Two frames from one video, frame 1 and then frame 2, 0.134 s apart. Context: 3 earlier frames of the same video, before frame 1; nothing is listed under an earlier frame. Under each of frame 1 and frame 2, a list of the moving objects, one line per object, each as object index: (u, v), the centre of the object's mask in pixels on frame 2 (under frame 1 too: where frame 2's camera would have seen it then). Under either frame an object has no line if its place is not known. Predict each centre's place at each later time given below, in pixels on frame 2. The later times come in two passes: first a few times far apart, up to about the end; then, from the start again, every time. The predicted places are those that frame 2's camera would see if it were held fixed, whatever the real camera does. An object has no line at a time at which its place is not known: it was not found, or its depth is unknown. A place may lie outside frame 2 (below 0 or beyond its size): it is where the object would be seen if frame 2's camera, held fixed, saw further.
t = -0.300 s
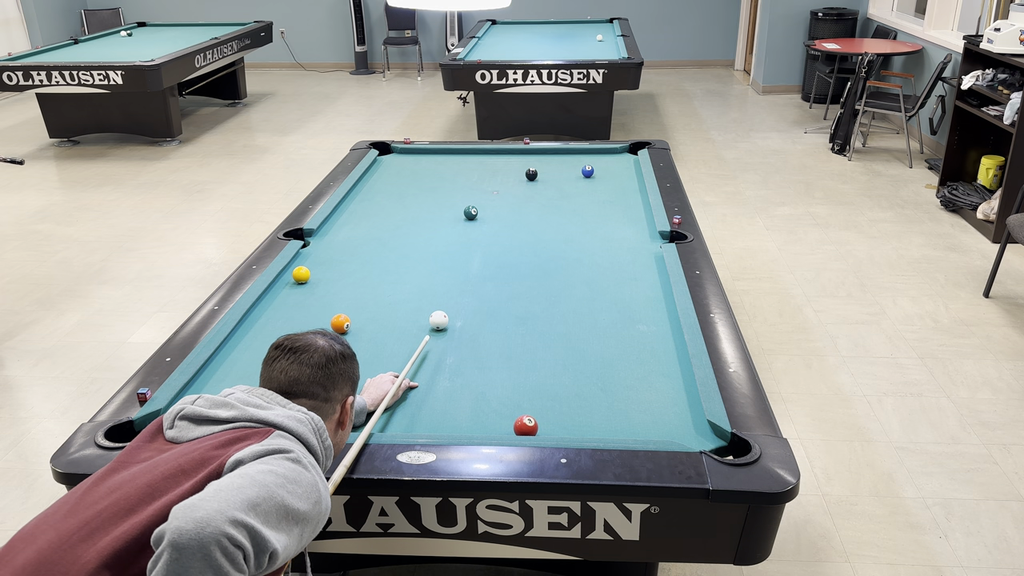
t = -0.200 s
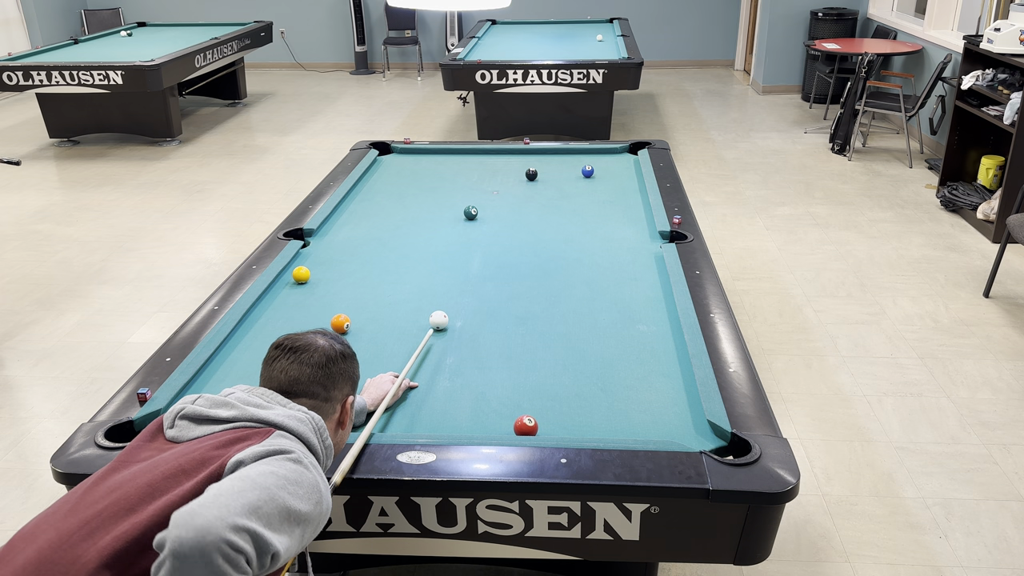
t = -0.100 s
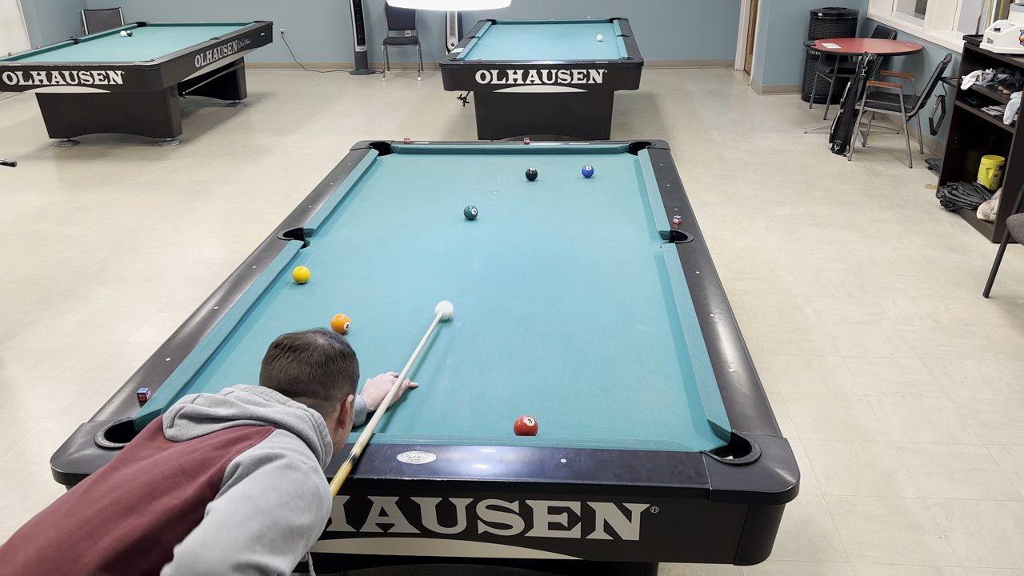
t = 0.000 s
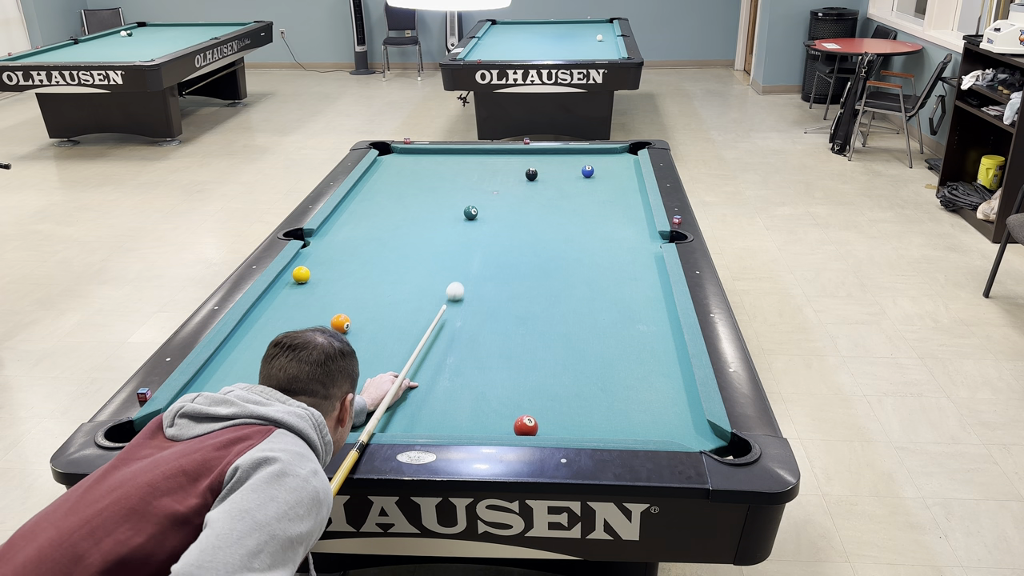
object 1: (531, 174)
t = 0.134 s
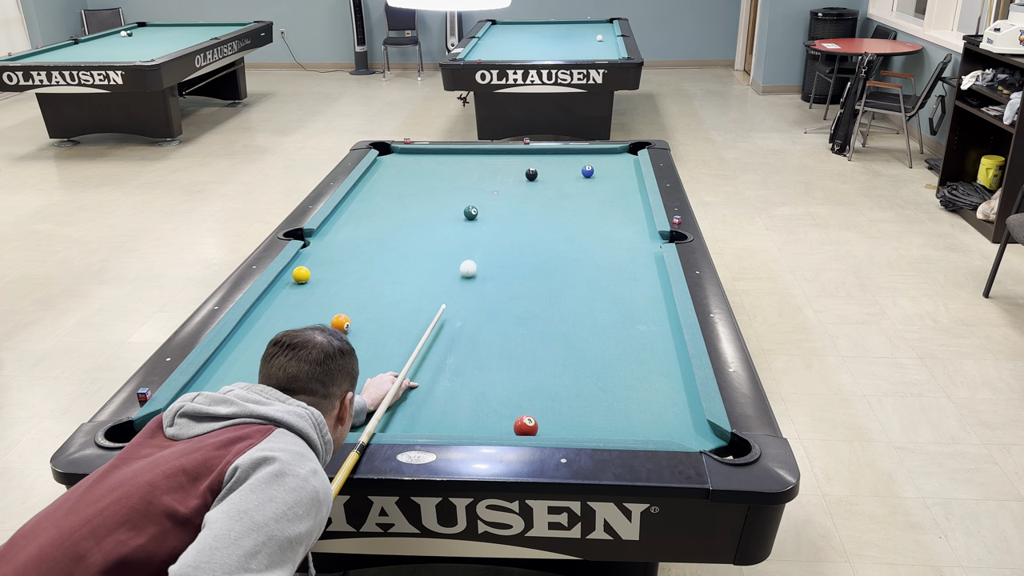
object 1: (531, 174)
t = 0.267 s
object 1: (531, 174)
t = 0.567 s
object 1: (531, 174)
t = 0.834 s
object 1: (531, 173)
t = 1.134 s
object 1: (552, 169)
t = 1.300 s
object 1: (567, 166)
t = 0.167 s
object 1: (531, 174)
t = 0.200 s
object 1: (531, 173)
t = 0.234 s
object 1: (531, 174)
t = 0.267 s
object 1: (531, 174)
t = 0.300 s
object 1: (531, 174)
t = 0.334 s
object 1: (531, 174)
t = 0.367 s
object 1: (531, 174)
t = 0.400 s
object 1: (531, 174)
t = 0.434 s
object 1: (531, 174)
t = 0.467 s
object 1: (531, 173)
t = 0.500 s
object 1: (531, 173)
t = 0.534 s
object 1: (531, 173)
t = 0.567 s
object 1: (531, 174)
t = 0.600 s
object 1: (531, 173)
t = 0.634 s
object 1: (531, 173)
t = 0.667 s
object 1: (531, 174)
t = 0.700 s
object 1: (531, 173)
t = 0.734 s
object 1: (531, 173)
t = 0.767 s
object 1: (531, 173)
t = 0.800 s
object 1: (531, 174)
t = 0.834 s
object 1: (531, 173)
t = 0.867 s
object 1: (531, 174)
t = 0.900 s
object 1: (531, 174)
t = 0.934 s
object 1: (532, 173)
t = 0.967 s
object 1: (536, 173)
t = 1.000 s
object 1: (540, 172)
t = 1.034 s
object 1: (543, 171)
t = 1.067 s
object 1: (546, 171)
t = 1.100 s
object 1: (549, 170)
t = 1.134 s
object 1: (552, 169)
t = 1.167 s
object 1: (556, 169)
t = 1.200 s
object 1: (559, 168)
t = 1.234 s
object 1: (562, 168)
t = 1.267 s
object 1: (565, 167)
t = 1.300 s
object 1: (567, 166)
